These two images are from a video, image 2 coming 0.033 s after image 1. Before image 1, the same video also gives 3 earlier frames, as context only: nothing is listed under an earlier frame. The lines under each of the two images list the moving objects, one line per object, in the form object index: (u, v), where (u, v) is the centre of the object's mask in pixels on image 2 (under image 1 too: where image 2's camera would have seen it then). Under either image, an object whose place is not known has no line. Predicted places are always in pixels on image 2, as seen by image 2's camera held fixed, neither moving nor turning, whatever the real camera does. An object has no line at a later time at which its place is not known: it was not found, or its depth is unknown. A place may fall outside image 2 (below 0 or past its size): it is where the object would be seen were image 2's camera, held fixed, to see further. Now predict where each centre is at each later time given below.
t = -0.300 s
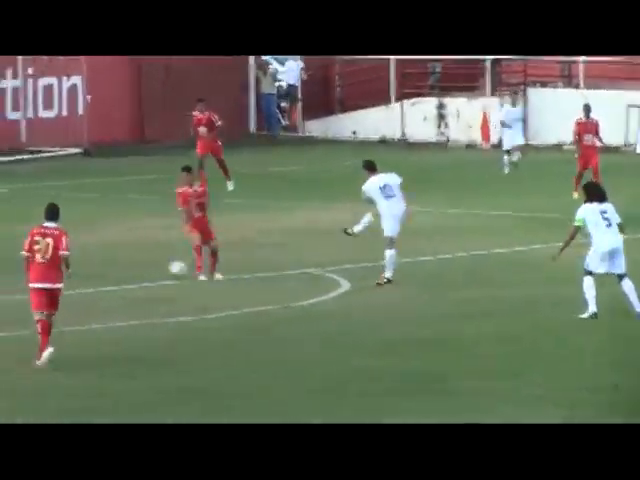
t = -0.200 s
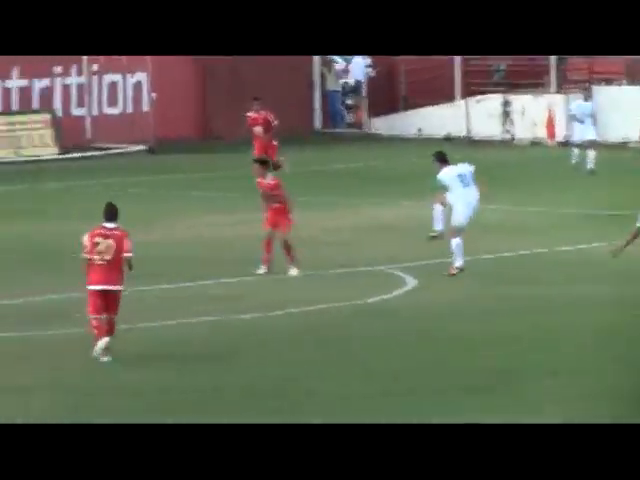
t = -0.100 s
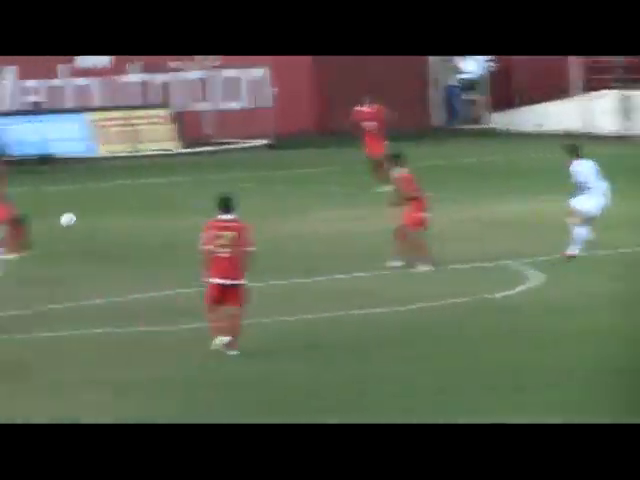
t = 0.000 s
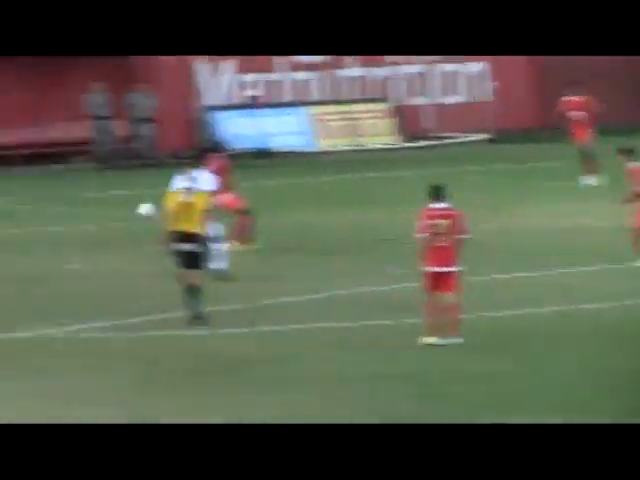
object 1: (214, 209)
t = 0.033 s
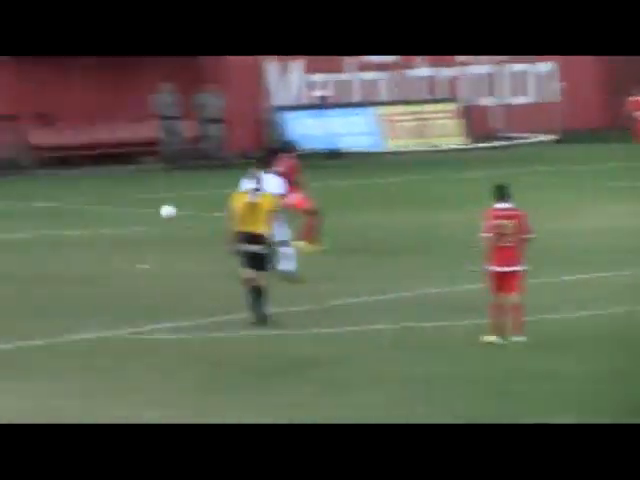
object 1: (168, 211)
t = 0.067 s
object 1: (123, 213)
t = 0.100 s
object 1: (77, 216)
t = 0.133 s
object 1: (34, 222)
